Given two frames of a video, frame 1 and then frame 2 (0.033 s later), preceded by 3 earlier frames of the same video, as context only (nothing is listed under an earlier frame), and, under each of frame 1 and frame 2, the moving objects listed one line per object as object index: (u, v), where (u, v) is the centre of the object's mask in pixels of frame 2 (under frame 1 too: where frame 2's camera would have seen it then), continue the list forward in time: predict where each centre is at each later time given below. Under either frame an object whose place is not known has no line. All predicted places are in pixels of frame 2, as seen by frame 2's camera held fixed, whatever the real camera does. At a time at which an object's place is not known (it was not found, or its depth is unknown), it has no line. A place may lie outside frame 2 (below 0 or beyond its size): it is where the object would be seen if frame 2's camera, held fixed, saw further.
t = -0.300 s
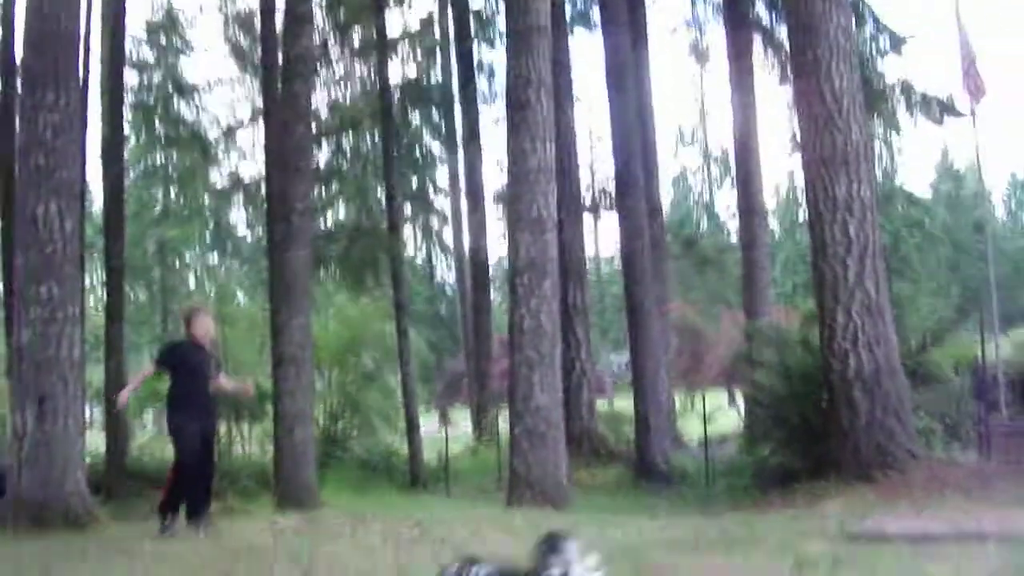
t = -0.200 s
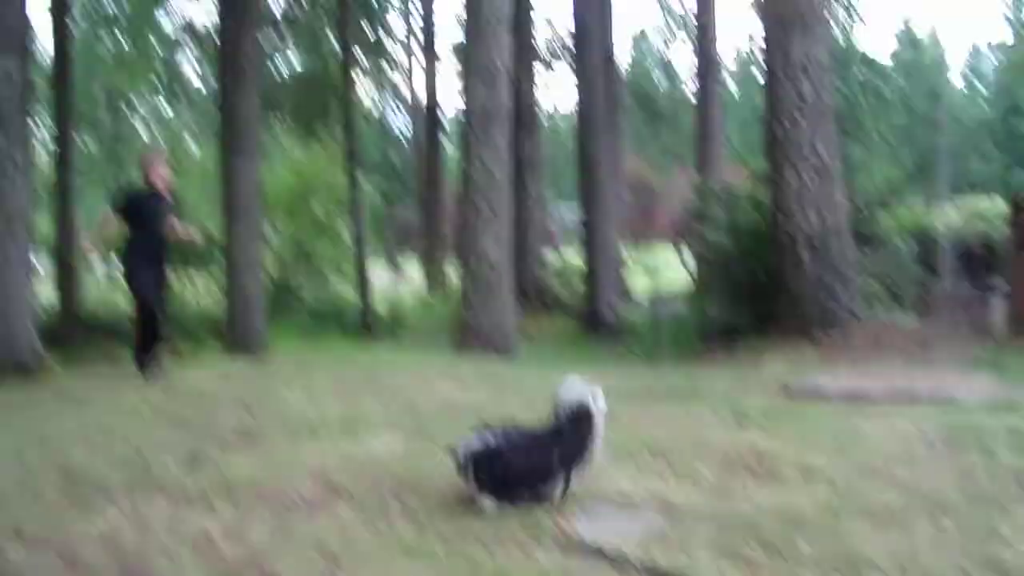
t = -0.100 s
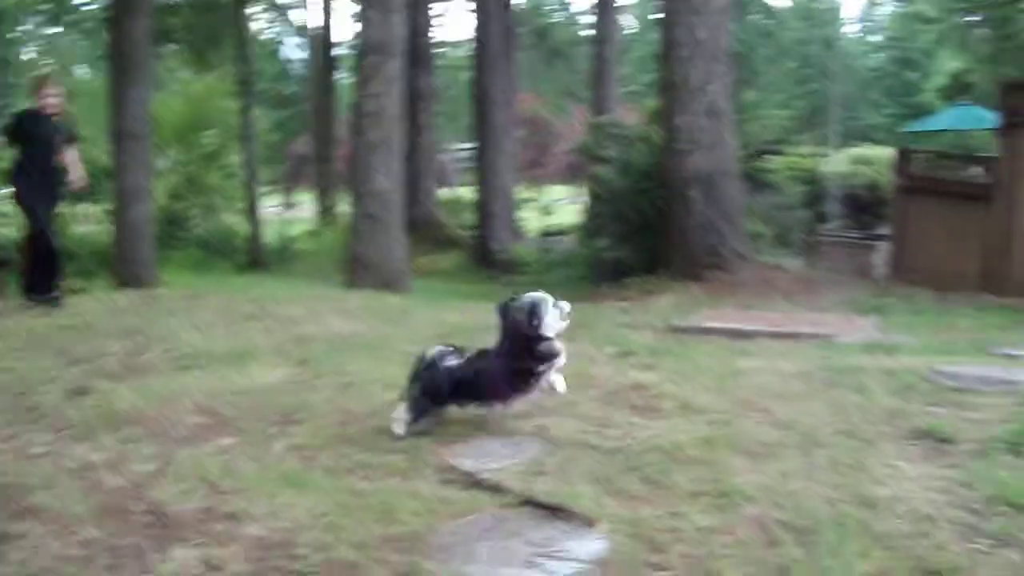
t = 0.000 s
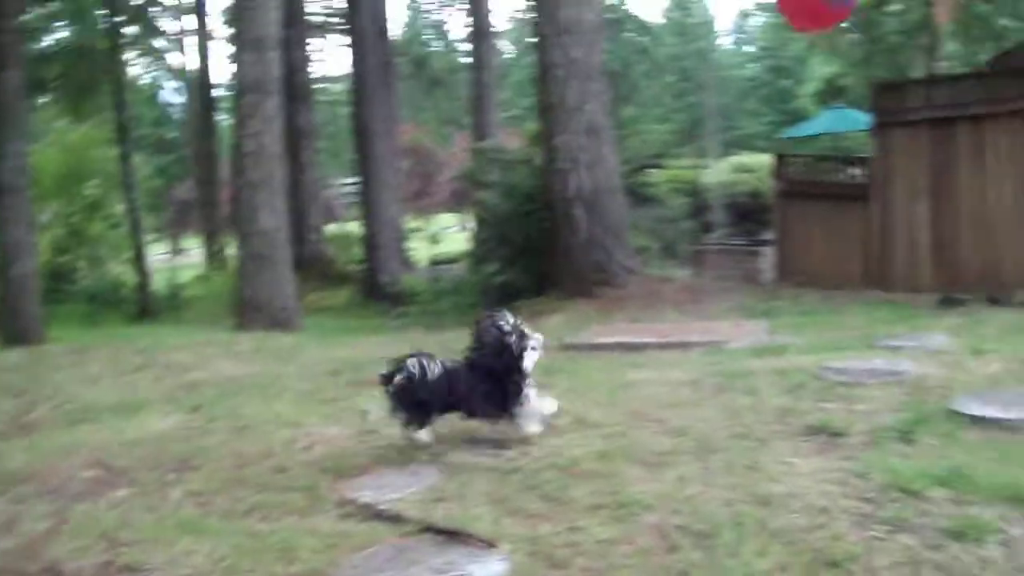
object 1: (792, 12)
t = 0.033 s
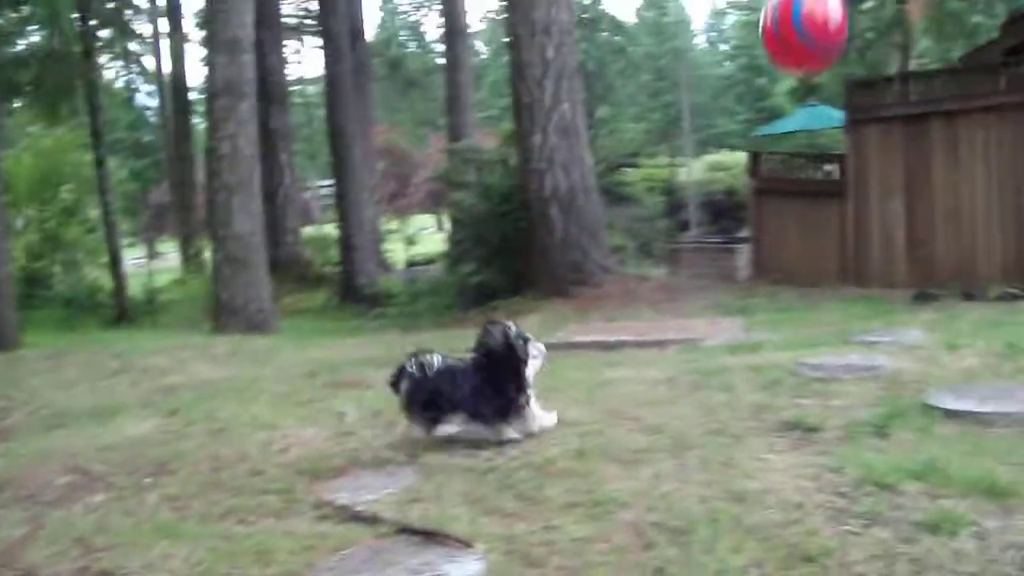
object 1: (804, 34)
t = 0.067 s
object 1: (818, 69)
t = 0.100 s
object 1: (831, 118)
